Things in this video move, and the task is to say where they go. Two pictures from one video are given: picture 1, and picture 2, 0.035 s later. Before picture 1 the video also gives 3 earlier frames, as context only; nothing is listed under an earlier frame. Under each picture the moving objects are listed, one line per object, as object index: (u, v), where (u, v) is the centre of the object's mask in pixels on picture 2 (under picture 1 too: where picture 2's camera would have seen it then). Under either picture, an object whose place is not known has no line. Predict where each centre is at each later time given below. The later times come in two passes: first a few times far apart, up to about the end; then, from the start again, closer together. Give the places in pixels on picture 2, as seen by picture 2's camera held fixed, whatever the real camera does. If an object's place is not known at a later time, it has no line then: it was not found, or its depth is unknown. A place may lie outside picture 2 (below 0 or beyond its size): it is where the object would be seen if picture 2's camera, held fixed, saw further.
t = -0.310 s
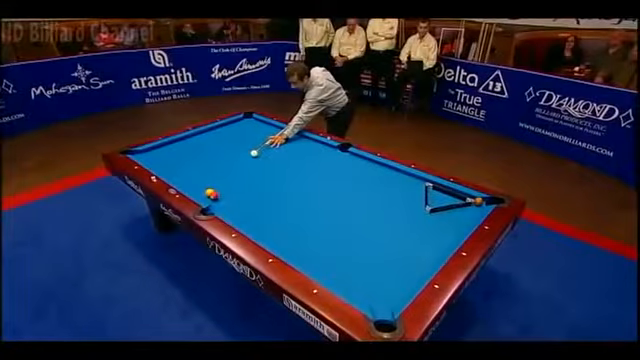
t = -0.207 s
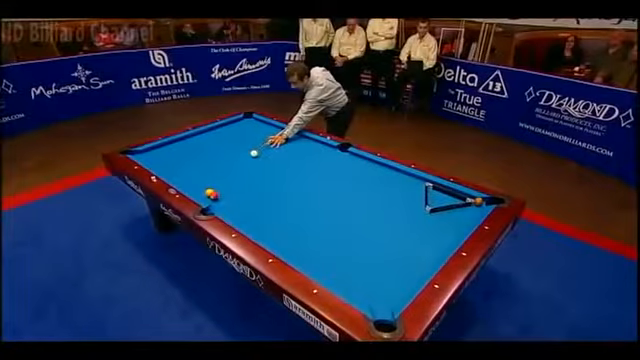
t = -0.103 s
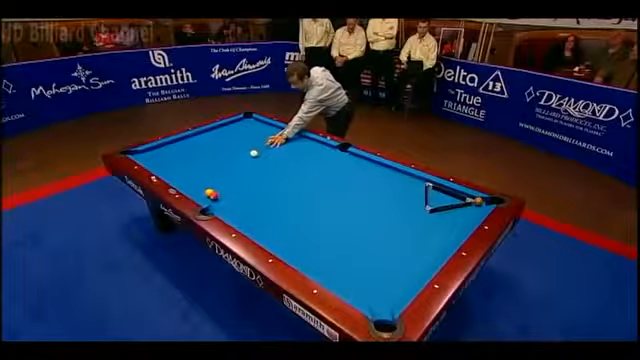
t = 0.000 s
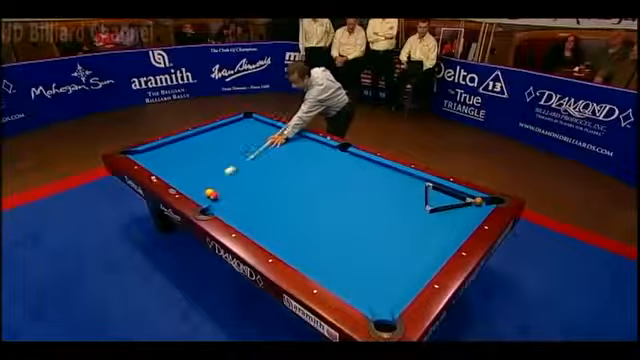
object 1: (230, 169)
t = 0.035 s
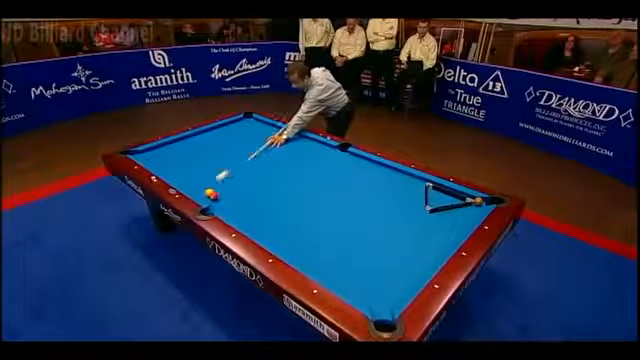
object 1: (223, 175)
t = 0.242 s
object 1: (209, 174)
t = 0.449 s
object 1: (217, 152)
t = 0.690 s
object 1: (222, 138)
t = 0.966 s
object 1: (230, 122)
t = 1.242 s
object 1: (253, 122)
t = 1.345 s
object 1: (260, 122)
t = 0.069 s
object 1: (206, 186)
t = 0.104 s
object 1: (203, 188)
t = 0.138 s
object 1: (203, 186)
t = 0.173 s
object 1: (207, 180)
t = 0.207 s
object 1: (207, 178)
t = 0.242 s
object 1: (209, 174)
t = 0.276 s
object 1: (211, 169)
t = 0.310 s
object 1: (212, 166)
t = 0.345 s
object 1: (214, 161)
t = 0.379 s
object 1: (215, 158)
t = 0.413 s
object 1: (217, 154)
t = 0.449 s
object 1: (217, 152)
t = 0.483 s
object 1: (218, 150)
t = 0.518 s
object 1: (219, 148)
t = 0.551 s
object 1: (219, 145)
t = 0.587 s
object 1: (220, 144)
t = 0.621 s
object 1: (220, 141)
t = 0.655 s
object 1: (221, 139)
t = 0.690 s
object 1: (222, 138)
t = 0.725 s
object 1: (224, 133)
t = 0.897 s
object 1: (227, 124)
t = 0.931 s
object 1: (228, 123)
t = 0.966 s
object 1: (230, 122)
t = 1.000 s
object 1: (232, 122)
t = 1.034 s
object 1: (235, 122)
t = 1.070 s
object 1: (237, 122)
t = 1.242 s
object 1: (253, 122)
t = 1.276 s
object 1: (254, 122)
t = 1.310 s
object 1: (257, 122)
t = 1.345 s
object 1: (260, 122)
